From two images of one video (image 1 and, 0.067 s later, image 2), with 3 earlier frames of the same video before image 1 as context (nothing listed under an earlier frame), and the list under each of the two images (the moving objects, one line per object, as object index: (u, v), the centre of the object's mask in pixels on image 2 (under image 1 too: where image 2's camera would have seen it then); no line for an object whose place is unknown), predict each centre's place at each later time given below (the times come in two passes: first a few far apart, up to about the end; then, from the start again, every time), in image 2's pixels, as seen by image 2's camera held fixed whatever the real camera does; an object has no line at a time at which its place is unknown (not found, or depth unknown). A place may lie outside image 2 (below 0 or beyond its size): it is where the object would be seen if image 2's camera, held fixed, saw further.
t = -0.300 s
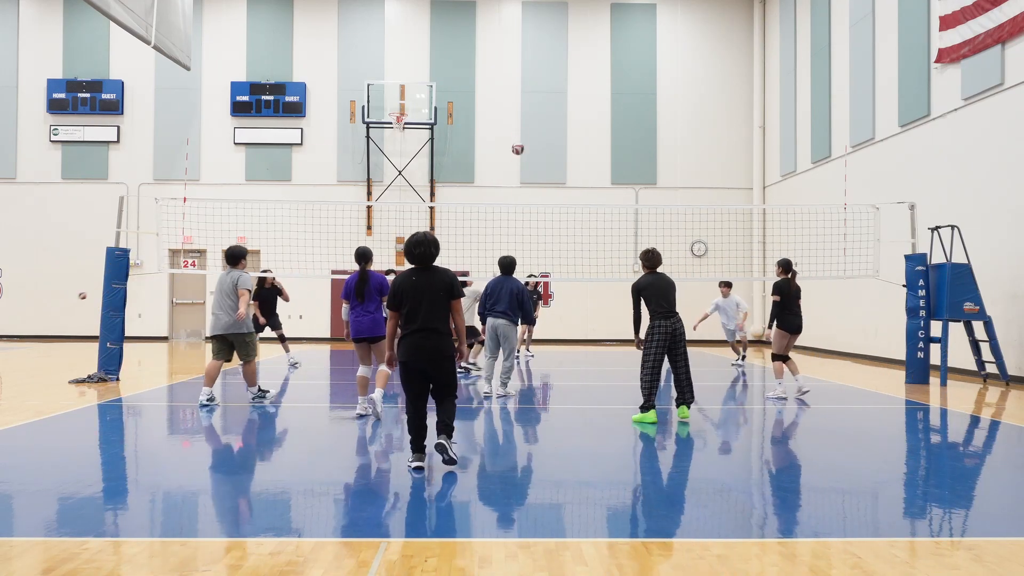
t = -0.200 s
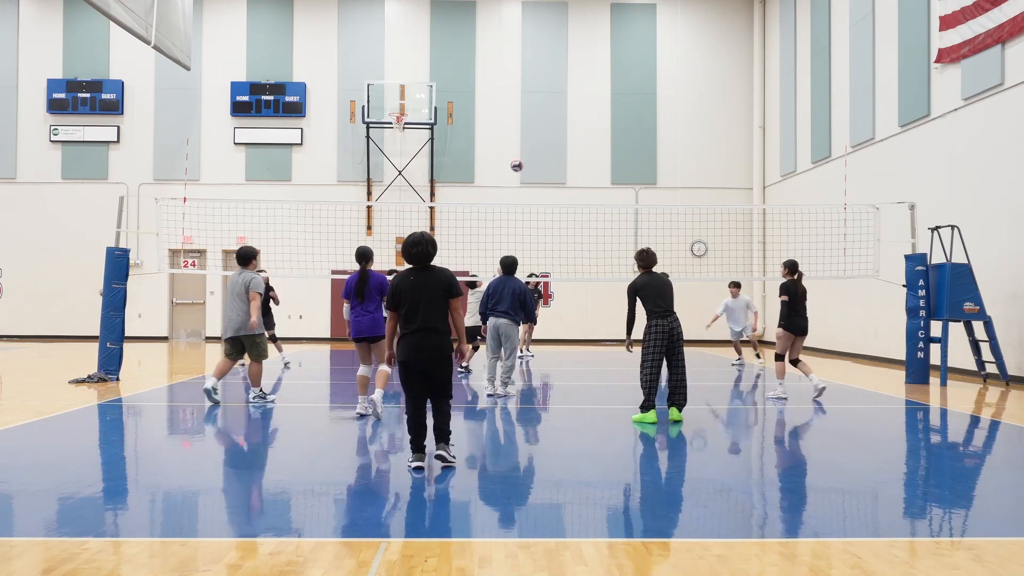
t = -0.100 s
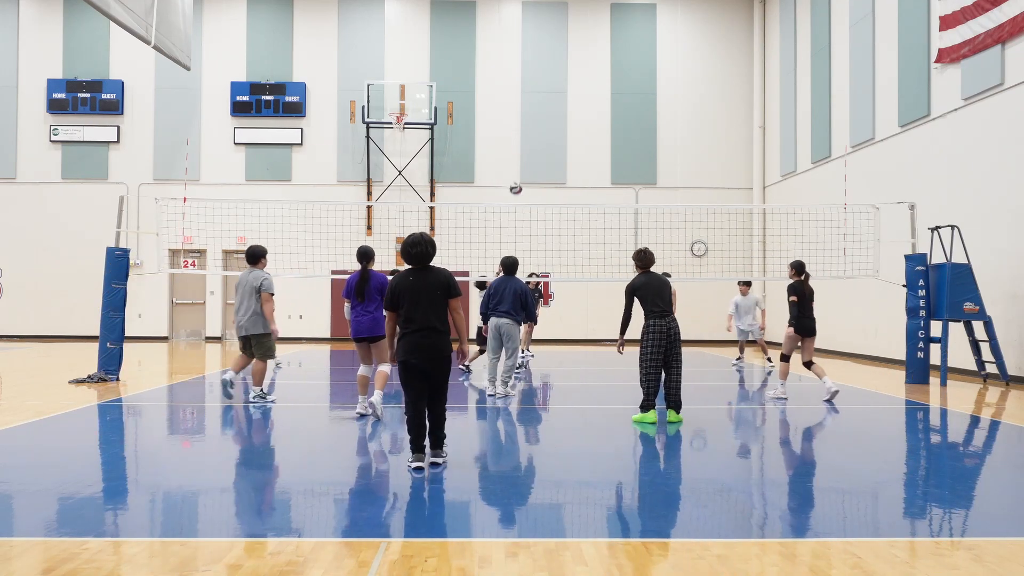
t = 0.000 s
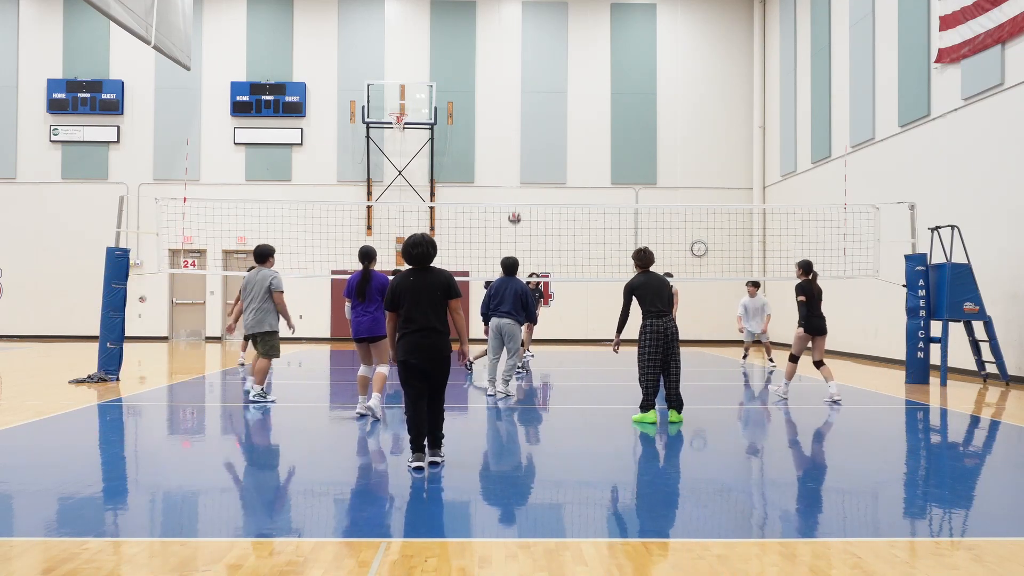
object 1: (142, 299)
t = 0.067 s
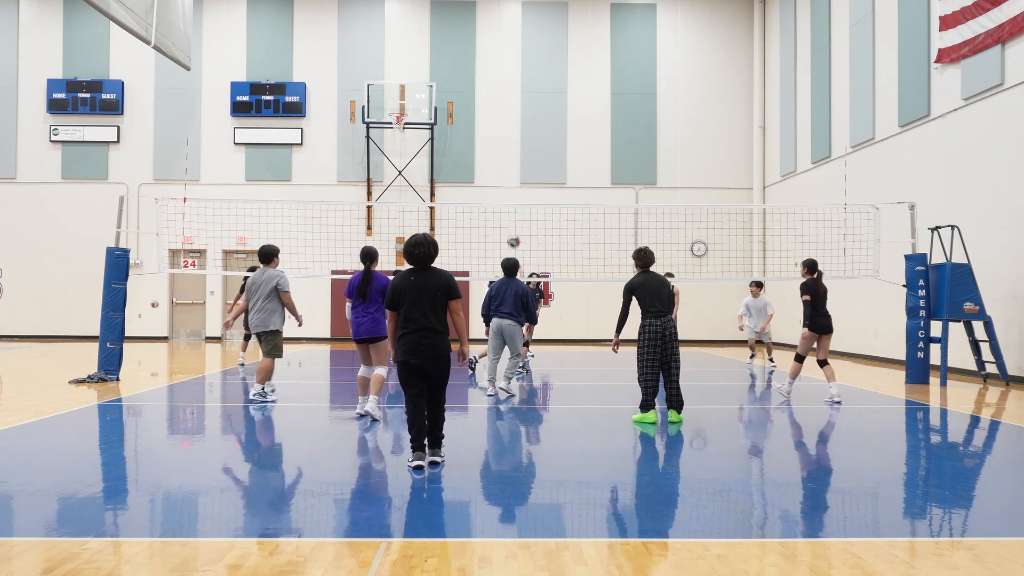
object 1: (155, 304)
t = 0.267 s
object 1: (188, 329)
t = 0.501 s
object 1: (182, 320)
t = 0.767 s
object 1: (152, 320)
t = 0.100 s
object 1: (160, 308)
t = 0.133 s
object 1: (165, 311)
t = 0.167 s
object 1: (172, 315)
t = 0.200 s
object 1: (178, 320)
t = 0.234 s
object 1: (184, 325)
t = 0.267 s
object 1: (188, 329)
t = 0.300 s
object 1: (193, 336)
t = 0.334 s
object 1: (201, 334)
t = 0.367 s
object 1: (200, 329)
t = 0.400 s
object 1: (195, 326)
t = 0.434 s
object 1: (190, 324)
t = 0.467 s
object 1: (187, 321)
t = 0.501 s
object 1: (182, 320)
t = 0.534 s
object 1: (178, 319)
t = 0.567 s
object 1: (175, 318)
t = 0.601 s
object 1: (171, 317)
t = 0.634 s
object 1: (167, 317)
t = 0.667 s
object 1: (163, 318)
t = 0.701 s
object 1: (159, 318)
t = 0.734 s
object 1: (156, 319)
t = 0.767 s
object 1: (152, 320)
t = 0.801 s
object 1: (148, 322)
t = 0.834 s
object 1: (144, 324)
